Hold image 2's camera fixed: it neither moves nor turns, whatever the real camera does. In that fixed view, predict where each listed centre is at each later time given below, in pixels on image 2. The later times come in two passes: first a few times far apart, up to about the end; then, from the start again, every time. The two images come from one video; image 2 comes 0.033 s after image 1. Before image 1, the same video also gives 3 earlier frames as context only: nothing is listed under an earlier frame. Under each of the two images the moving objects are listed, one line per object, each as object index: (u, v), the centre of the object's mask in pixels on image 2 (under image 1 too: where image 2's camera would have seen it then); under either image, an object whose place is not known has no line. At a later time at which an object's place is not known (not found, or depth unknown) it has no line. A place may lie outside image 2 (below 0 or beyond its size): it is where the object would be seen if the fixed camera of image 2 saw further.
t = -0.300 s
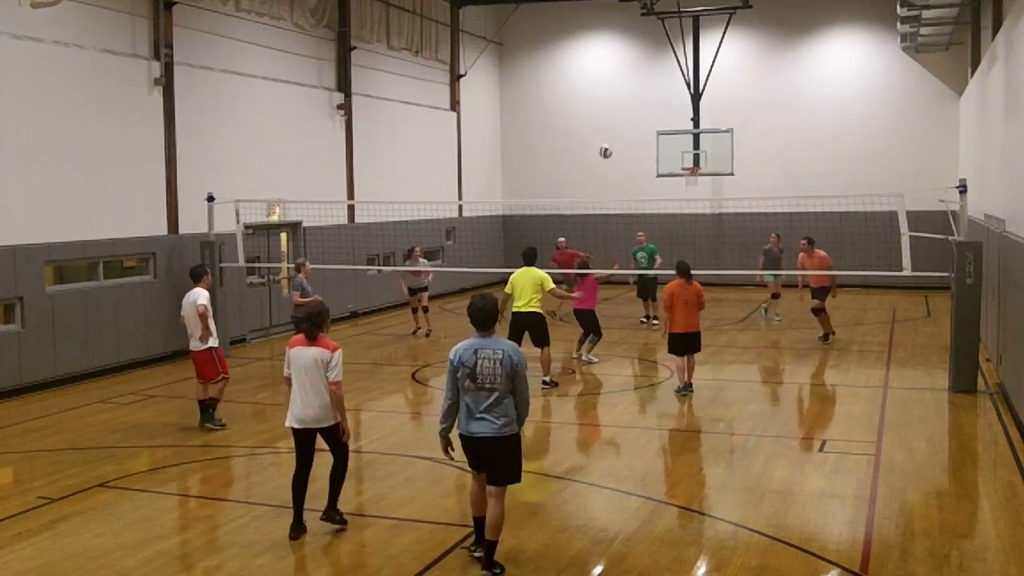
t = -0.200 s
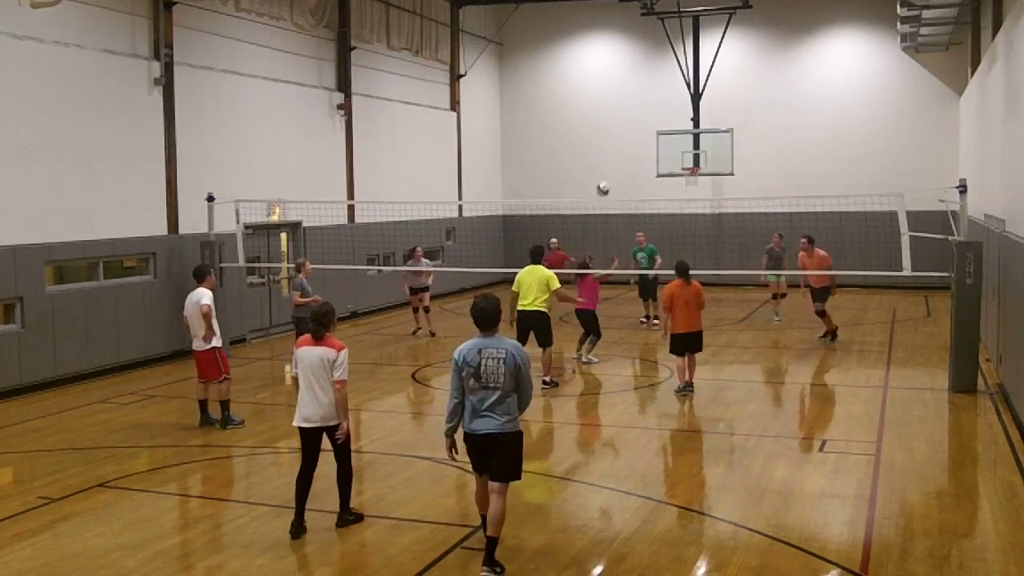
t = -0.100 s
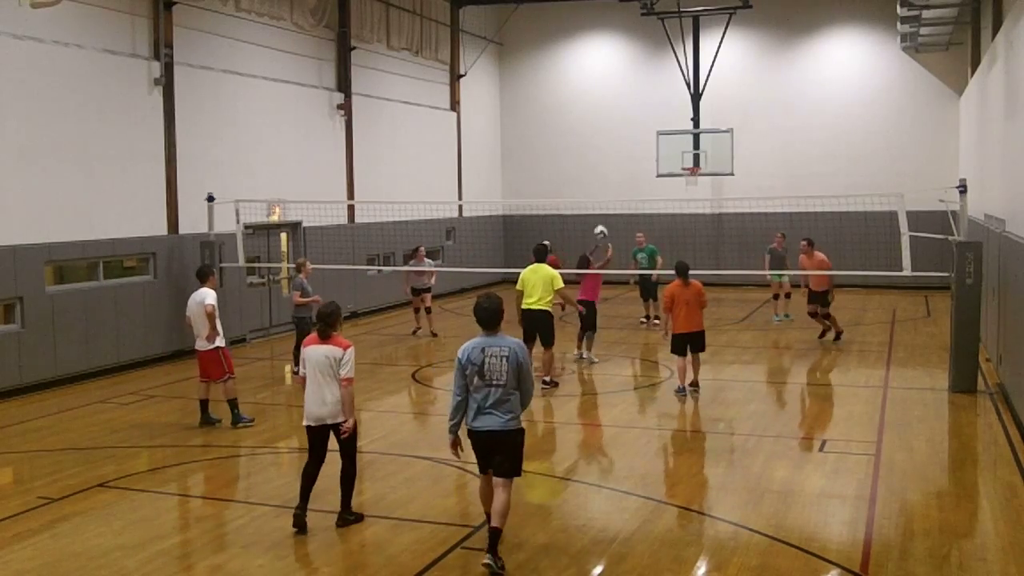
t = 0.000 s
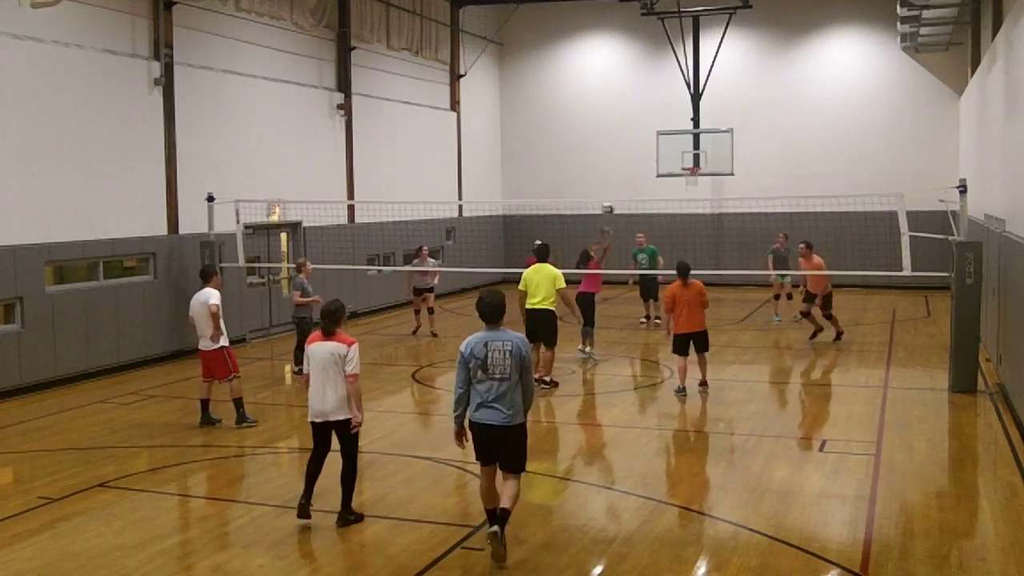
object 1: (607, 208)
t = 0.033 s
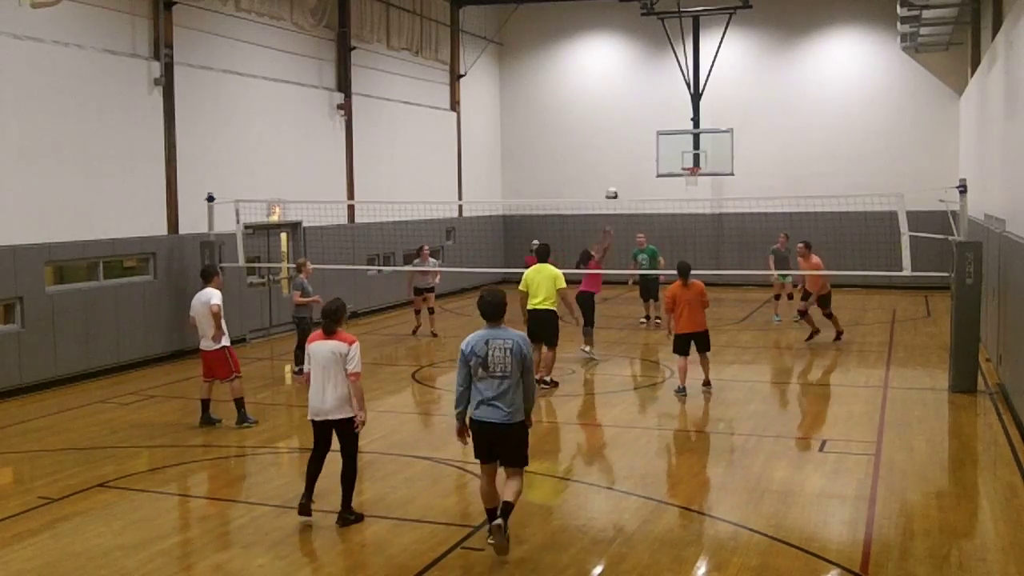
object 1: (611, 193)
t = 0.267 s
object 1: (639, 120)
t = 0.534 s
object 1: (668, 79)
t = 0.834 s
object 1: (700, 88)
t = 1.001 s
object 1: (719, 119)
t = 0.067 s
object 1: (615, 182)
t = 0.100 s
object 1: (619, 170)
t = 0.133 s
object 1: (623, 158)
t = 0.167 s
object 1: (627, 148)
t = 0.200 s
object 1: (631, 138)
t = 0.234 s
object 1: (635, 129)
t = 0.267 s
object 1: (639, 120)
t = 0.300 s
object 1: (642, 112)
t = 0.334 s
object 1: (646, 105)
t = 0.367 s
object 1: (650, 99)
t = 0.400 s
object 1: (653, 94)
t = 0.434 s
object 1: (657, 89)
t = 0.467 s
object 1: (661, 85)
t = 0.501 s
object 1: (664, 82)
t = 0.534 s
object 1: (668, 79)
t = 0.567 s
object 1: (672, 77)
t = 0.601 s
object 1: (676, 76)
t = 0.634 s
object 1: (680, 76)
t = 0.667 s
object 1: (683, 76)
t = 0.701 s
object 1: (687, 77)
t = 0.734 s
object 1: (690, 78)
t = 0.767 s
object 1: (694, 81)
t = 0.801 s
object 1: (697, 85)
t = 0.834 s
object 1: (700, 88)
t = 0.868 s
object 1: (705, 93)
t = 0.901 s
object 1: (709, 98)
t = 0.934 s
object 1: (712, 104)
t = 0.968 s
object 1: (716, 111)
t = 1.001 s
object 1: (719, 119)
